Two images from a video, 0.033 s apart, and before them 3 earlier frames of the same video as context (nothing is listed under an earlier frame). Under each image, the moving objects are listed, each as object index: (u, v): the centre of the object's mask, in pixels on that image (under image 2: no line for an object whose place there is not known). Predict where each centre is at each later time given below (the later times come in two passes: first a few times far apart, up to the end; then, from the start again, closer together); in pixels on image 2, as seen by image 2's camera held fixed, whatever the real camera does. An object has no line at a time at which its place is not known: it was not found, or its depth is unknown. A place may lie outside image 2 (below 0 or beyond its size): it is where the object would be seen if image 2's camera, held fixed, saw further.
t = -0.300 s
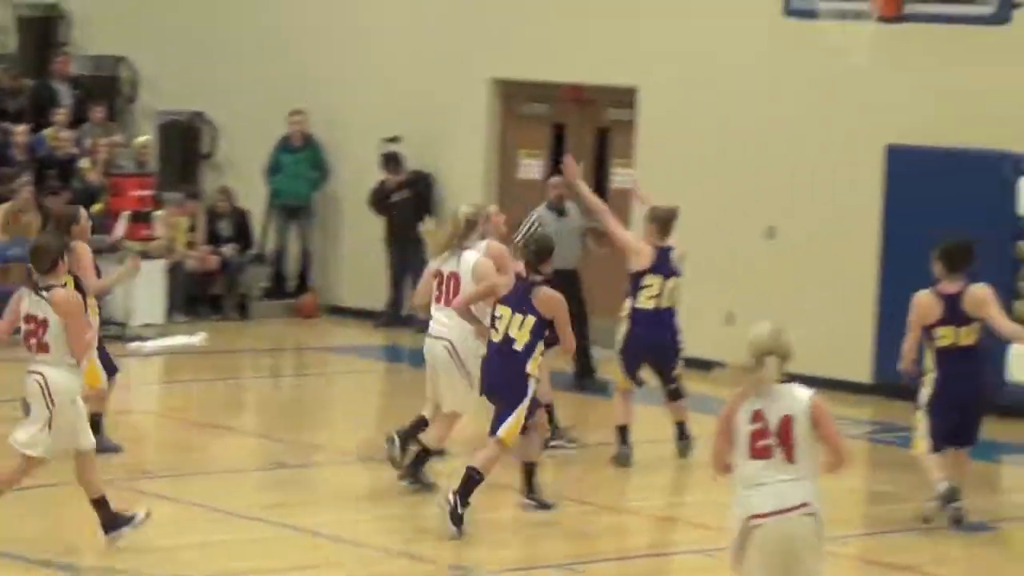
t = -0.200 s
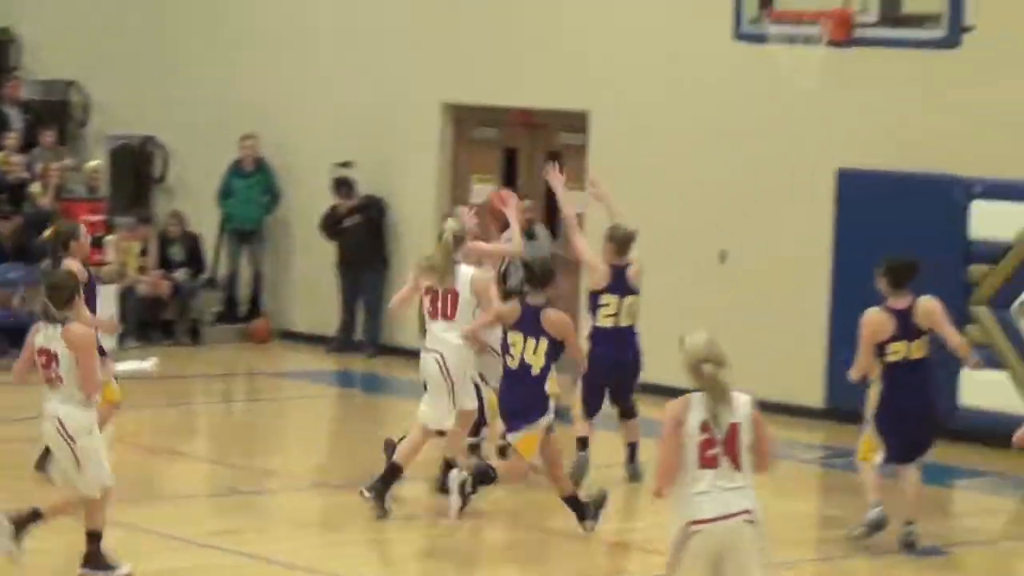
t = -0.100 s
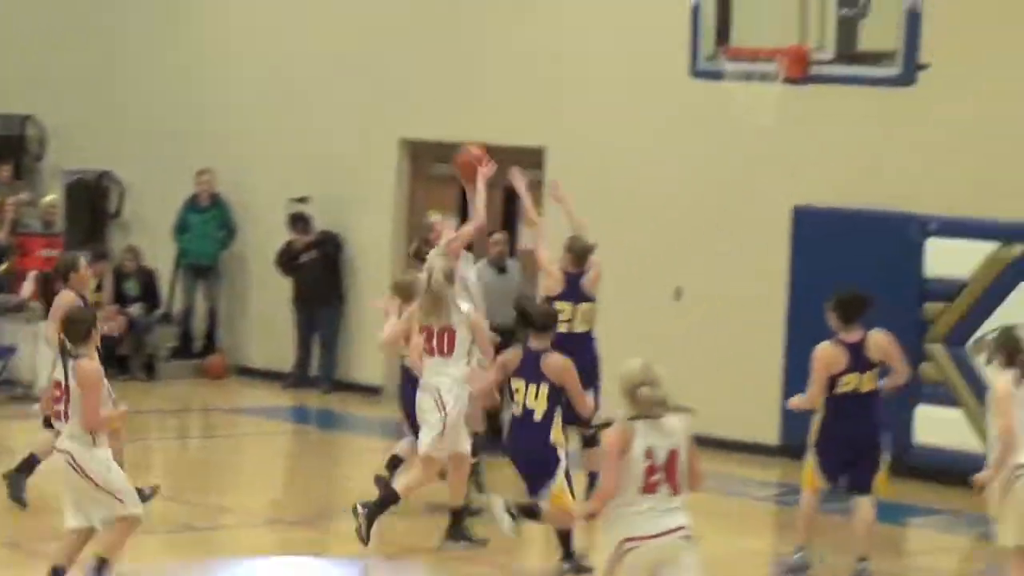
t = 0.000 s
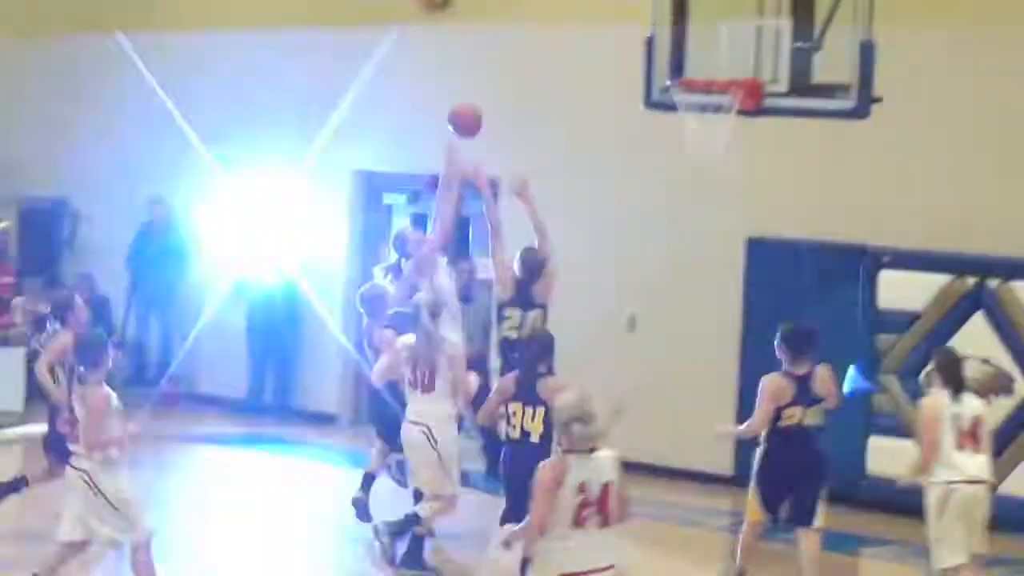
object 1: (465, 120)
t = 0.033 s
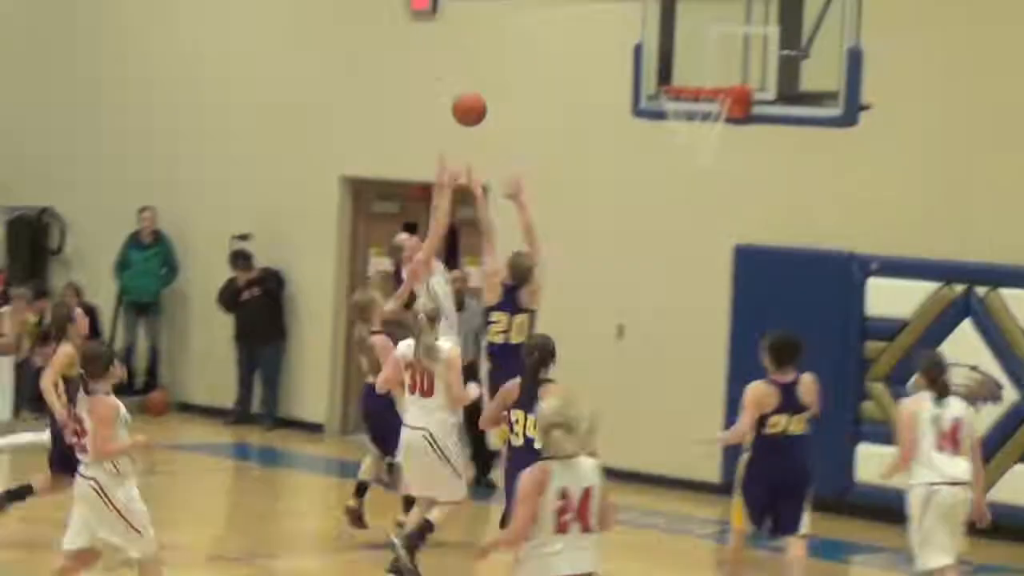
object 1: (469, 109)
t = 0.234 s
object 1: (568, 22)
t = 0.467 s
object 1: (684, -5)
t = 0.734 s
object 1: (701, 66)
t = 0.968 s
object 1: (674, 158)
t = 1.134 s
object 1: (659, 239)
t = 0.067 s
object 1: (485, 91)
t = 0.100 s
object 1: (502, 74)
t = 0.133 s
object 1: (519, 58)
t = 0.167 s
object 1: (535, 45)
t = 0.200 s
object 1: (552, 33)
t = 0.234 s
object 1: (568, 22)
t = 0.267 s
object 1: (585, 14)
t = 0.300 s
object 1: (601, 7)
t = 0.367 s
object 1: (633, -3)
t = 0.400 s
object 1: (650, -5)
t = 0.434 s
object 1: (666, -6)
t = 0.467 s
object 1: (684, -5)
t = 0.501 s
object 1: (698, -2)
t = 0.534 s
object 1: (699, 1)
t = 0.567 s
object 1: (700, 9)
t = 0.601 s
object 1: (701, 15)
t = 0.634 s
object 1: (701, 26)
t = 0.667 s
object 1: (701, 38)
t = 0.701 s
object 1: (701, 51)
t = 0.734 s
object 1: (701, 66)
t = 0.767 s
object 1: (702, 78)
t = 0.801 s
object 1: (699, 97)
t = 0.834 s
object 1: (692, 108)
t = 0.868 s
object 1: (685, 122)
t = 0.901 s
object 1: (681, 136)
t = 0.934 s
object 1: (677, 147)
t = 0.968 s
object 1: (674, 158)
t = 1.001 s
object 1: (671, 170)
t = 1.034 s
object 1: (668, 185)
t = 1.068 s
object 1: (665, 201)
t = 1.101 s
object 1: (662, 219)
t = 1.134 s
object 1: (659, 239)
